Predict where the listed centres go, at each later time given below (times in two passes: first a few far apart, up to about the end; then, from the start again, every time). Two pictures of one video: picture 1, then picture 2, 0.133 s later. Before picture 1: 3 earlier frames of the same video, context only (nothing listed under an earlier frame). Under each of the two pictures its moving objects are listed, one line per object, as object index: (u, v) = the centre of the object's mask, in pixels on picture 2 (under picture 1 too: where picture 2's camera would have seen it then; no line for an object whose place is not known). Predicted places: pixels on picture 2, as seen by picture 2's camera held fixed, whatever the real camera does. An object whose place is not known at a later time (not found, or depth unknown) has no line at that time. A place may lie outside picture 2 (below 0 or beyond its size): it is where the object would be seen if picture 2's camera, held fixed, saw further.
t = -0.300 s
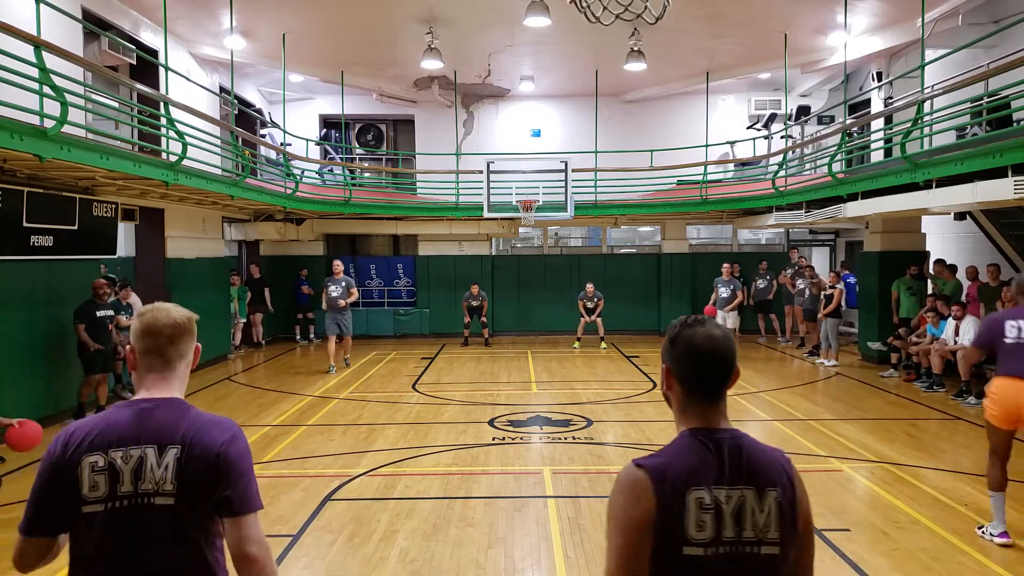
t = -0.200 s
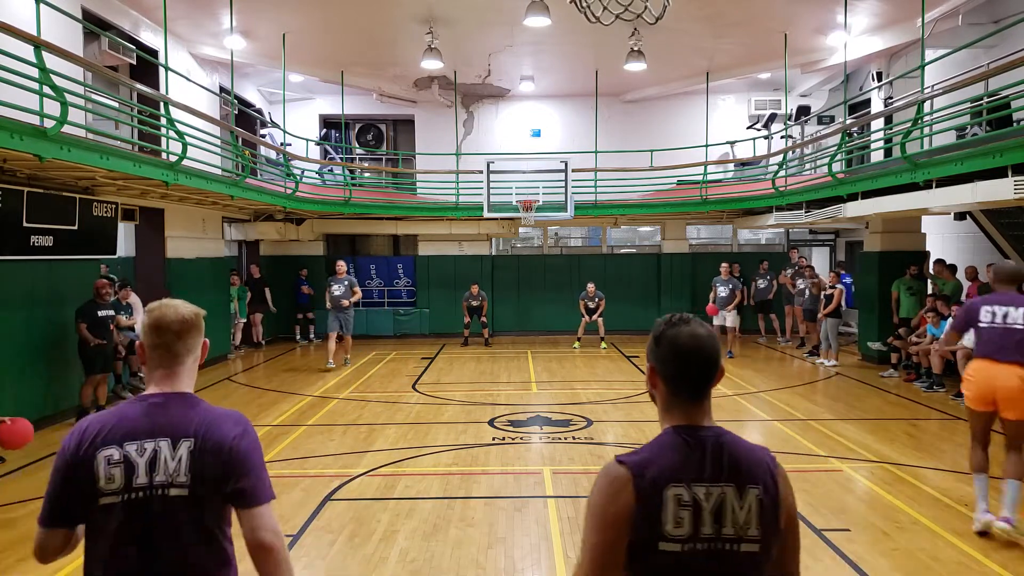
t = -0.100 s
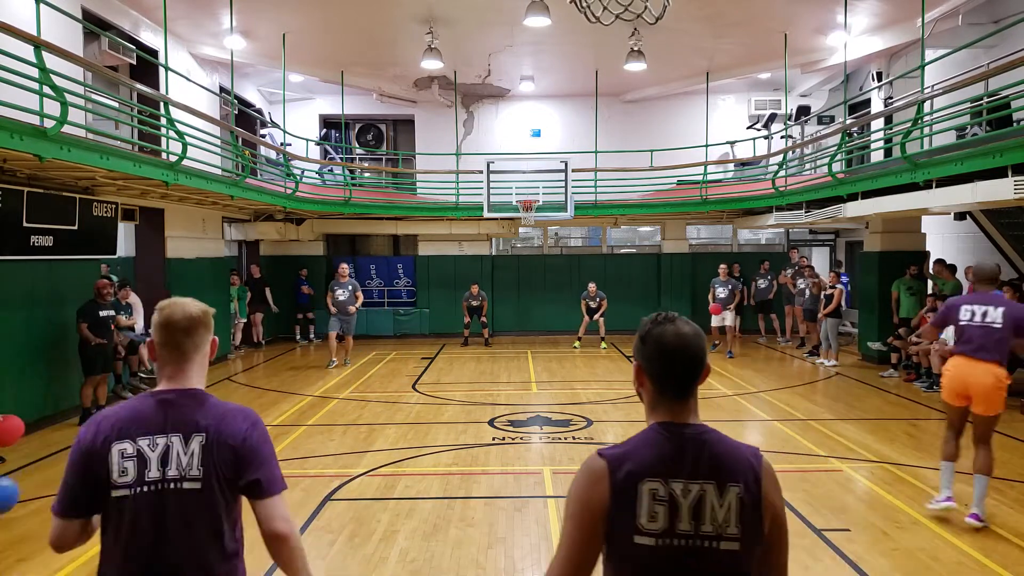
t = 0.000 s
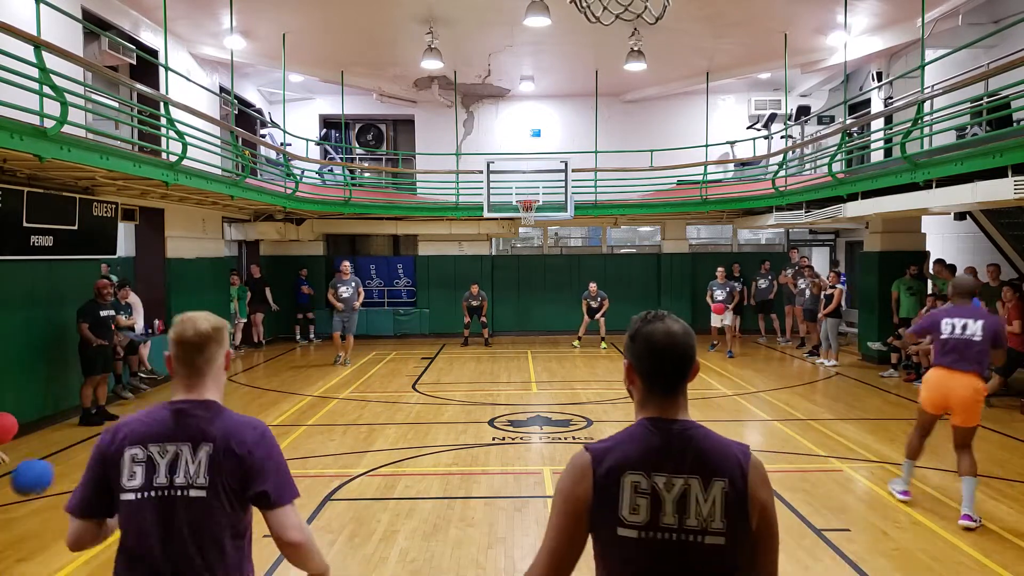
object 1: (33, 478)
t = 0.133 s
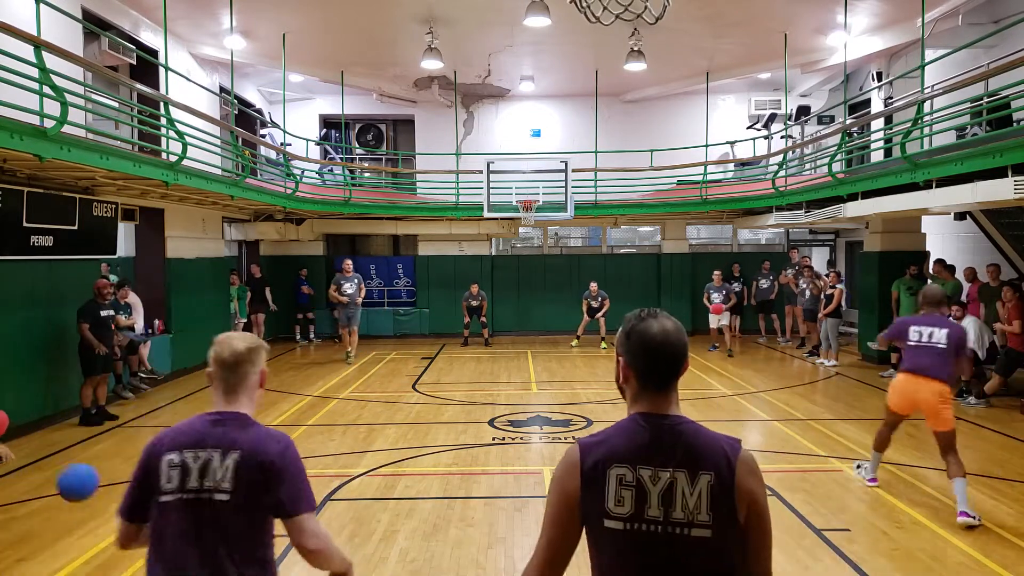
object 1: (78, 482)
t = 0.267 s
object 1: (123, 513)
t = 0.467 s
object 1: (193, 551)
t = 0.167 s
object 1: (89, 488)
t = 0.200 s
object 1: (100, 496)
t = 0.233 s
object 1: (111, 503)
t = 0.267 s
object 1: (123, 513)
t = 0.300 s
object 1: (136, 527)
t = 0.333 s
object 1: (147, 540)
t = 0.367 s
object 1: (159, 556)
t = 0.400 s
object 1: (173, 567)
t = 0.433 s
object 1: (183, 564)
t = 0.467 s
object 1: (193, 551)
